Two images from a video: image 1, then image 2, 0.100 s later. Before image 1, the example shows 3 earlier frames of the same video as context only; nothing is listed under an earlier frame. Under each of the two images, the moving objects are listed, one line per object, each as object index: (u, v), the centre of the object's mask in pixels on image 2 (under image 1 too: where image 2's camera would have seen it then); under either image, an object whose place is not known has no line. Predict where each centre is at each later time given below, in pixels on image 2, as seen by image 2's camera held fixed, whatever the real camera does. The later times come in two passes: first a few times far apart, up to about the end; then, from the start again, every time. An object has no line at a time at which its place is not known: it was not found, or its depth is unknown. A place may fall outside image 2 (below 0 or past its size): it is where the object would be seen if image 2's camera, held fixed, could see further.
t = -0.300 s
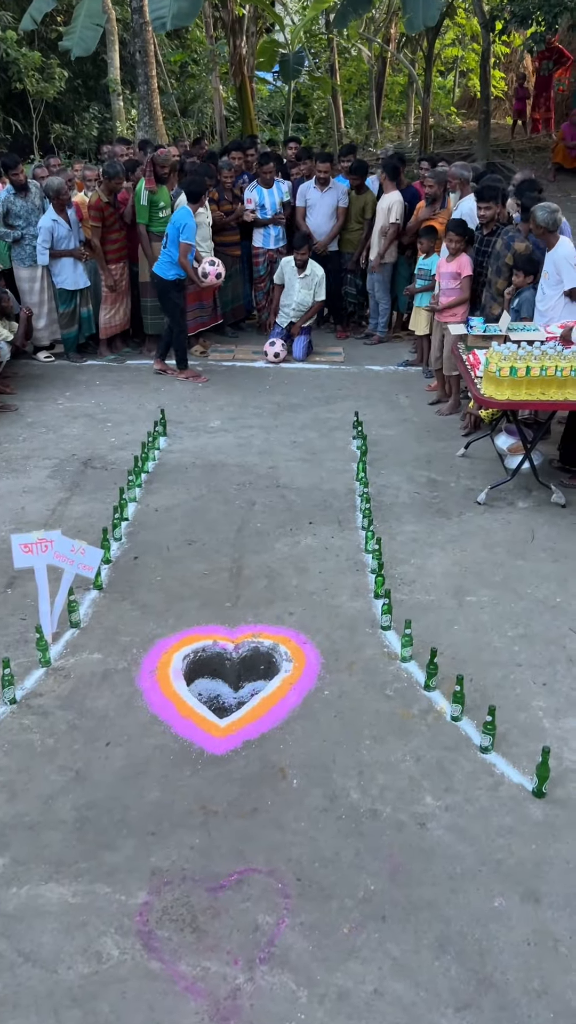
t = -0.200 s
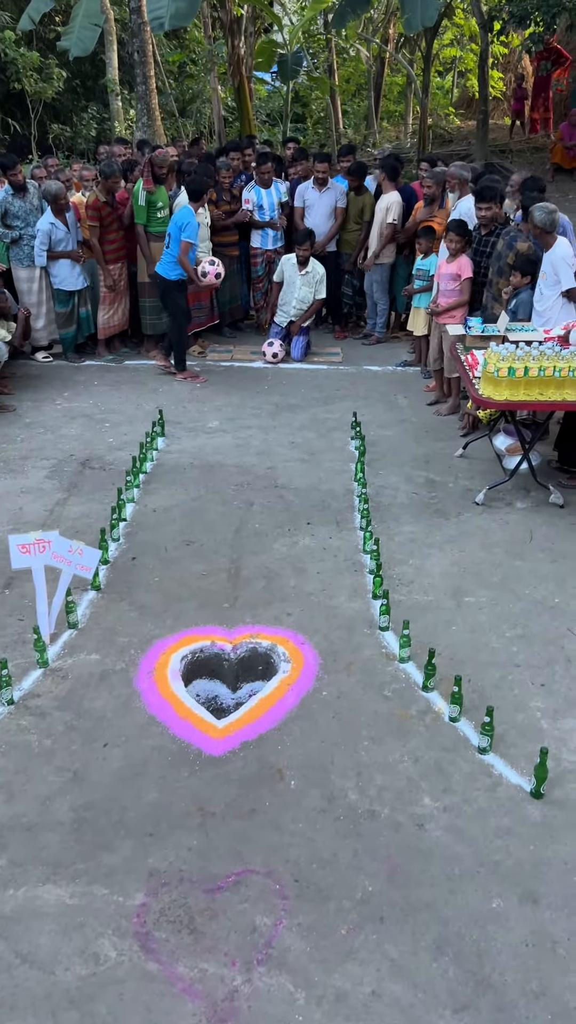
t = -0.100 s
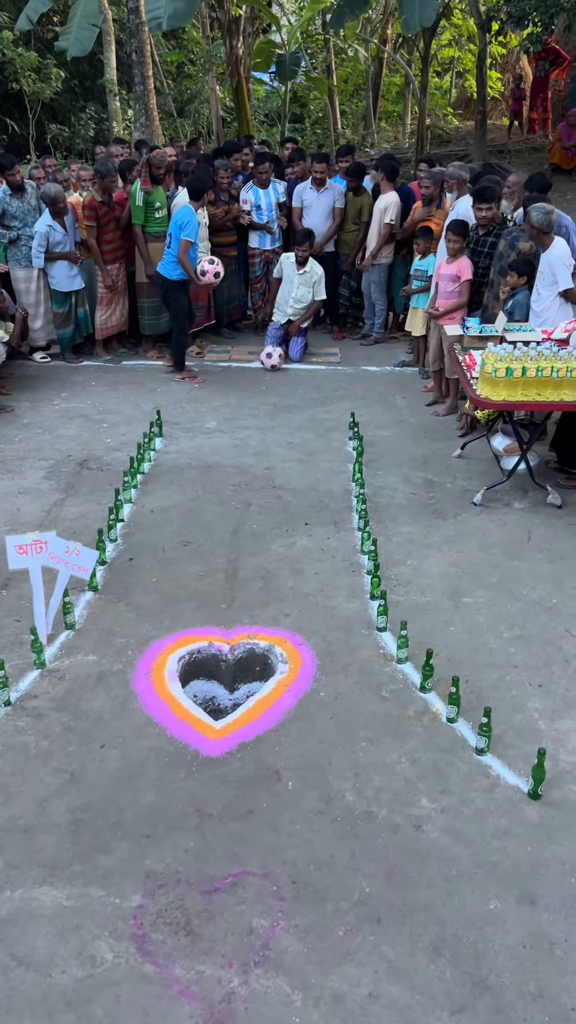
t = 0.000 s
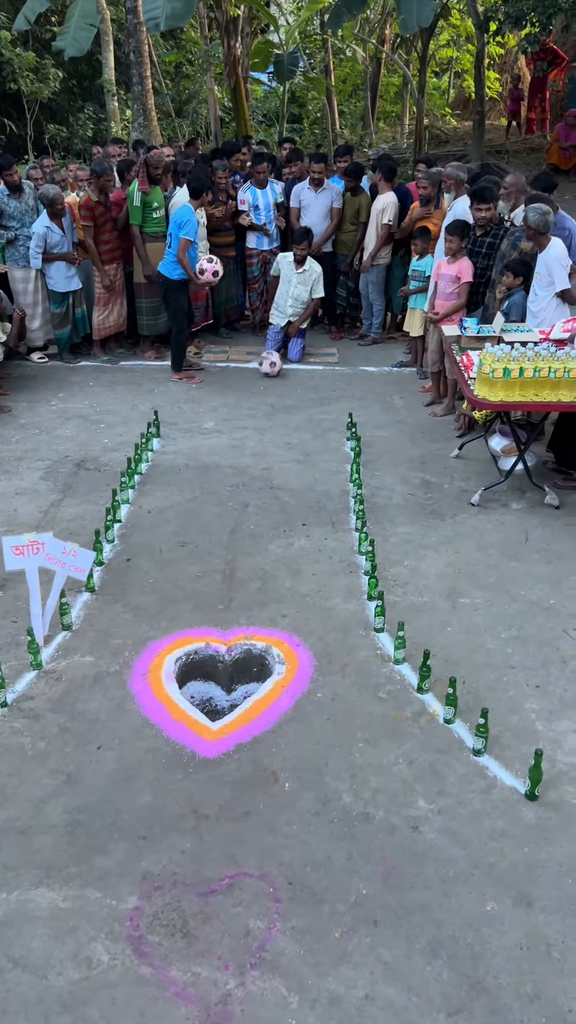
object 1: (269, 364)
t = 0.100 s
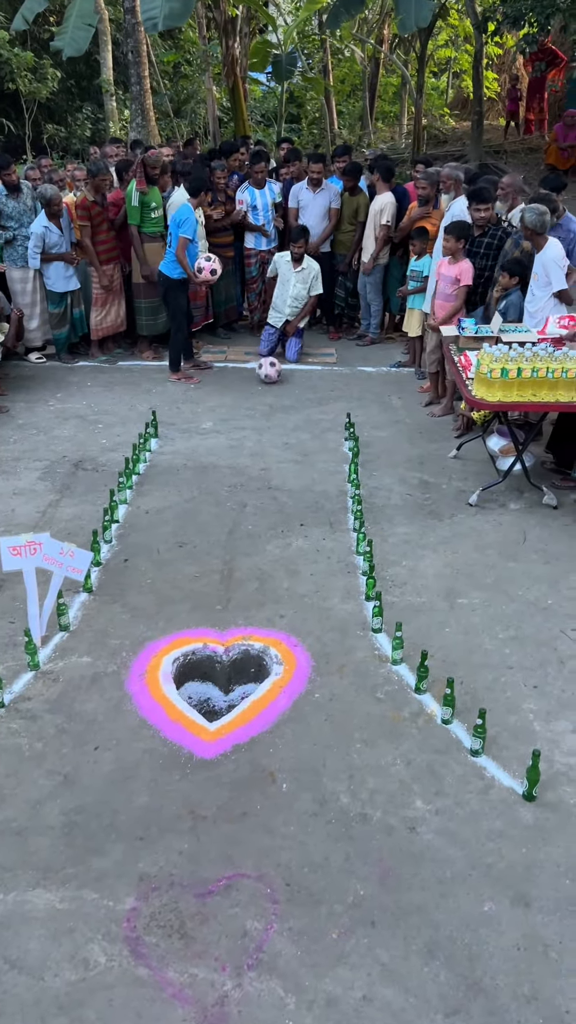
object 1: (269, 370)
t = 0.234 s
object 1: (268, 378)
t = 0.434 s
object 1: (265, 391)
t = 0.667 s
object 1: (261, 408)
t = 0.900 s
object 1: (255, 424)
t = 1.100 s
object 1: (250, 439)
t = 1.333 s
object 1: (241, 457)
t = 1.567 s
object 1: (228, 478)
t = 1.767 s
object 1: (214, 495)
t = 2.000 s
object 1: (193, 518)
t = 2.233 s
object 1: (167, 543)
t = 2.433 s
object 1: (141, 564)
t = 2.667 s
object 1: (103, 590)
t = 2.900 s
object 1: (83, 612)
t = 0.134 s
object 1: (269, 372)
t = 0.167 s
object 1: (269, 374)
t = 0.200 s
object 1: (268, 376)
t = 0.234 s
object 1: (268, 378)
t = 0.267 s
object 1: (267, 380)
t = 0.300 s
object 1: (267, 382)
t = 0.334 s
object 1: (266, 384)
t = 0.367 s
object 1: (266, 387)
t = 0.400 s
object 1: (265, 389)
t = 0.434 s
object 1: (265, 391)
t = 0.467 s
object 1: (264, 394)
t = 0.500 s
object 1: (264, 396)
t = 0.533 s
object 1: (263, 398)
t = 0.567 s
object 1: (263, 400)
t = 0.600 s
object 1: (262, 403)
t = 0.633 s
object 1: (262, 405)
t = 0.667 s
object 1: (261, 408)
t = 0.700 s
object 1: (261, 409)
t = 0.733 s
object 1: (259, 412)
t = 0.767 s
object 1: (259, 413)
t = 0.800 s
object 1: (258, 416)
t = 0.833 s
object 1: (257, 419)
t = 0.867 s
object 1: (256, 421)
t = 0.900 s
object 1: (255, 424)
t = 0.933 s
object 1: (254, 426)
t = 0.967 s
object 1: (253, 429)
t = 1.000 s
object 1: (253, 430)
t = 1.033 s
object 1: (252, 433)
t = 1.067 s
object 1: (250, 437)
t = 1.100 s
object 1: (250, 439)
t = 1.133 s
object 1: (248, 442)
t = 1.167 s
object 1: (247, 445)
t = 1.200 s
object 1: (246, 447)
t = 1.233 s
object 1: (245, 450)
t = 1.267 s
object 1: (243, 452)
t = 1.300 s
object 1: (242, 454)
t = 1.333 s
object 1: (241, 457)
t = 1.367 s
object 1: (239, 460)
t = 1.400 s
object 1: (237, 462)
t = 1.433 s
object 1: (236, 464)
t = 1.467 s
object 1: (234, 468)
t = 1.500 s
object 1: (232, 470)
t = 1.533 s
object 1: (230, 474)
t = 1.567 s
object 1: (228, 478)
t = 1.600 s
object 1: (226, 479)
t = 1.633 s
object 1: (223, 483)
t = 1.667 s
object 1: (221, 486)
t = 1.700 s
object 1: (219, 489)
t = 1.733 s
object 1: (217, 492)
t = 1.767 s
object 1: (214, 495)
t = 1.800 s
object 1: (212, 498)
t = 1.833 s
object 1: (209, 502)
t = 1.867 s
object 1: (206, 505)
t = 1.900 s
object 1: (203, 508)
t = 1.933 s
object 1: (200, 512)
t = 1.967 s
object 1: (197, 515)
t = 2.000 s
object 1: (193, 518)
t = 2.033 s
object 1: (190, 522)
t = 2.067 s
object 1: (186, 525)
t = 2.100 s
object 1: (183, 528)
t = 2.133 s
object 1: (179, 532)
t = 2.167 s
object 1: (175, 536)
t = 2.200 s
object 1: (171, 539)
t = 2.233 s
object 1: (167, 543)
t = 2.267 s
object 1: (163, 546)
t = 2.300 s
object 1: (159, 549)
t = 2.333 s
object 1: (155, 553)
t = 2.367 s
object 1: (150, 557)
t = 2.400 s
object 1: (146, 560)
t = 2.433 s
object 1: (141, 564)
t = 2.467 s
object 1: (136, 567)
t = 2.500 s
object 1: (131, 570)
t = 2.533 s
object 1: (126, 574)
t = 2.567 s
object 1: (120, 579)
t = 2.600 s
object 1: (115, 584)
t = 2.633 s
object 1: (109, 587)
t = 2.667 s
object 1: (103, 590)
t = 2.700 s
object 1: (97, 595)
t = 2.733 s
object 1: (91, 599)
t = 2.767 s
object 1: (88, 602)
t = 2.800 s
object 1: (87, 605)
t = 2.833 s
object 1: (86, 607)
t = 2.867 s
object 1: (84, 610)
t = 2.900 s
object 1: (83, 612)
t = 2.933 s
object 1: (81, 614)
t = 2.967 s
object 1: (79, 617)
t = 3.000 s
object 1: (77, 619)
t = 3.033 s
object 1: (75, 622)
